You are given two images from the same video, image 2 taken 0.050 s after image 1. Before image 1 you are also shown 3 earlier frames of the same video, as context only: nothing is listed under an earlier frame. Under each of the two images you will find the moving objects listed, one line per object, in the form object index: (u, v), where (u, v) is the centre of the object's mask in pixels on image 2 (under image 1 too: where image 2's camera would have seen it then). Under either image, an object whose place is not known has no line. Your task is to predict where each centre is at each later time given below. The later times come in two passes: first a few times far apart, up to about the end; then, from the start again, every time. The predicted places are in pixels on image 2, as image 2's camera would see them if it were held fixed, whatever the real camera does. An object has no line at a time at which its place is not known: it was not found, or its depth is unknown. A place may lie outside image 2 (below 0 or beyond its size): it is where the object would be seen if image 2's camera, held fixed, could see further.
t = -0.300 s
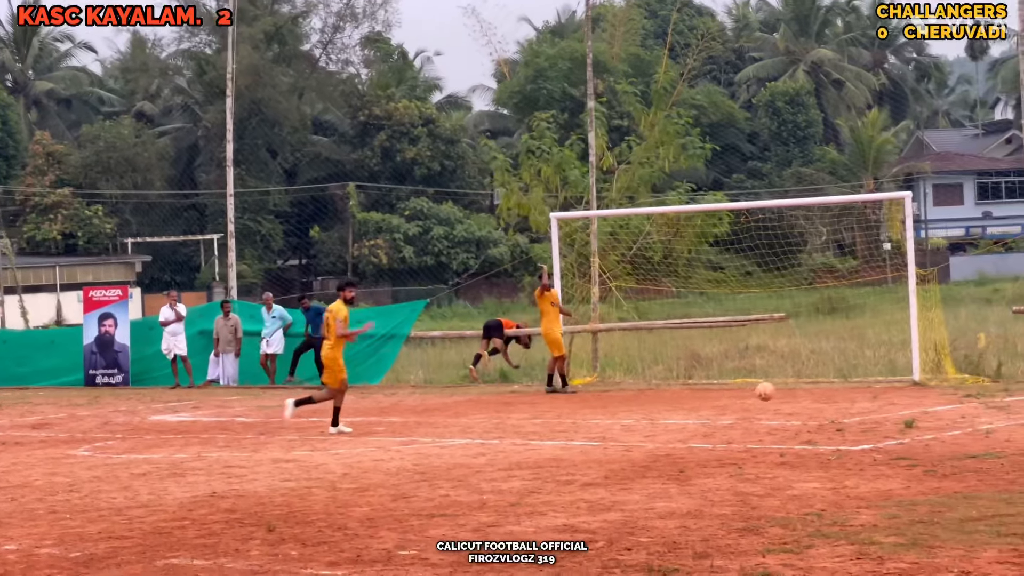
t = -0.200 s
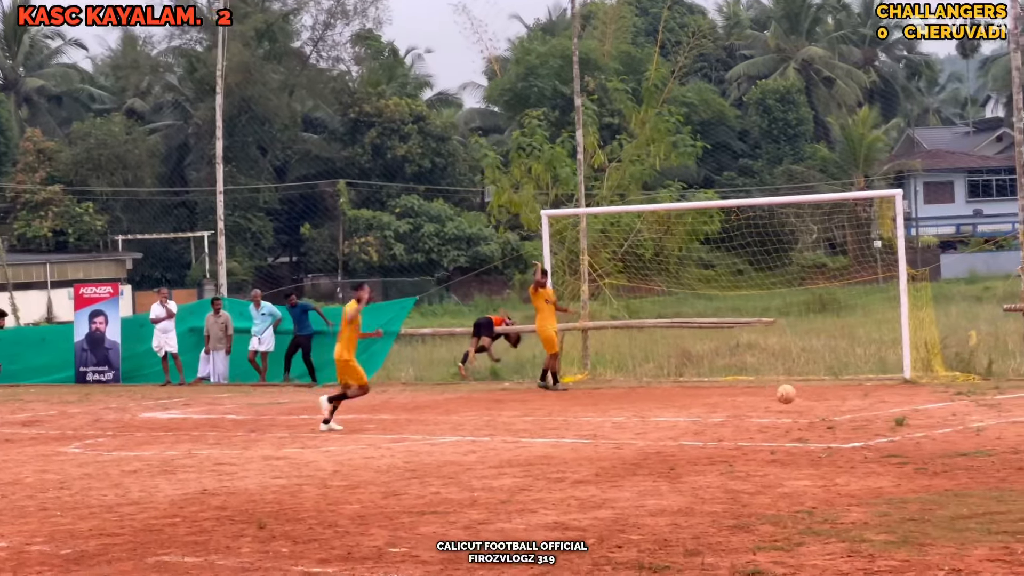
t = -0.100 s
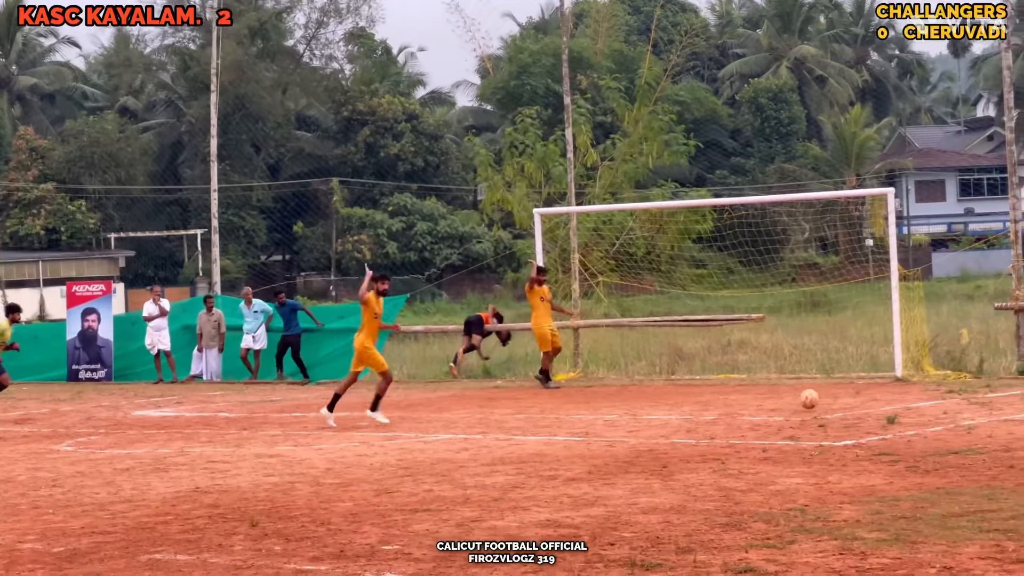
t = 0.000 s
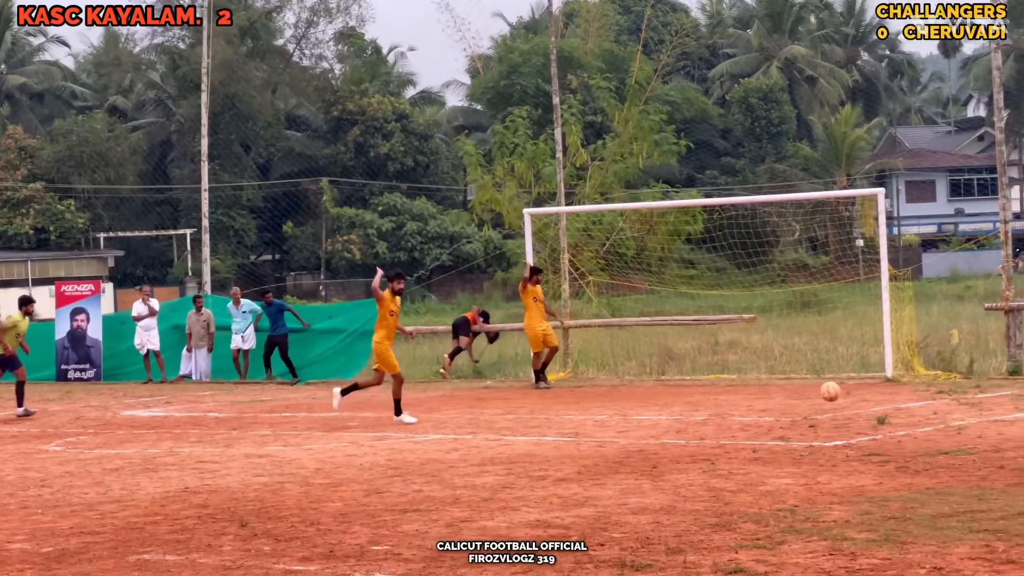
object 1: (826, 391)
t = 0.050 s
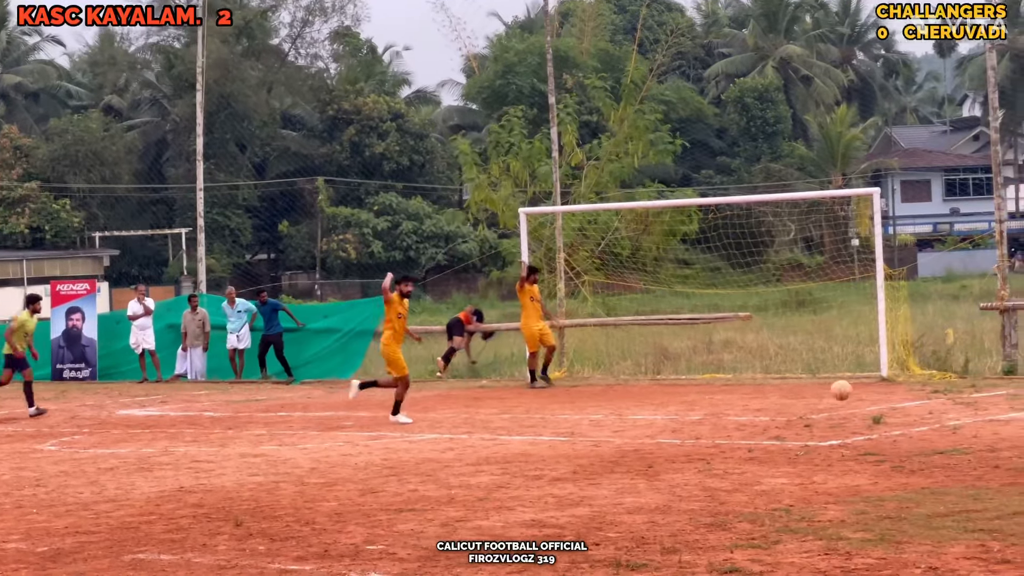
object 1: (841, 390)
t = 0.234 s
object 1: (903, 407)
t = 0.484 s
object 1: (988, 403)
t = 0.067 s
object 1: (847, 390)
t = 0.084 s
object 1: (853, 391)
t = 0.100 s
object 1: (858, 392)
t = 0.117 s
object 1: (864, 394)
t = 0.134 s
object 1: (869, 395)
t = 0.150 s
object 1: (873, 397)
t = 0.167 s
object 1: (879, 398)
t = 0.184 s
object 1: (886, 401)
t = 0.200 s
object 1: (892, 403)
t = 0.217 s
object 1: (897, 407)
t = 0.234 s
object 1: (903, 407)
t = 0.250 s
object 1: (909, 405)
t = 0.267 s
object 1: (913, 402)
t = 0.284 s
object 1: (918, 400)
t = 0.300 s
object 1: (925, 399)
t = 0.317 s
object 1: (930, 398)
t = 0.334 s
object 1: (936, 398)
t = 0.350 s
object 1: (942, 397)
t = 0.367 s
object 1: (947, 397)
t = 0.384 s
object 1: (953, 397)
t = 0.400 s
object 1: (959, 397)
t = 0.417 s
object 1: (966, 397)
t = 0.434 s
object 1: (970, 398)
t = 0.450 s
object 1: (976, 399)
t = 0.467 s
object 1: (983, 401)
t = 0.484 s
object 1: (988, 403)
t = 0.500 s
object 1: (995, 405)
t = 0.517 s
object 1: (998, 406)
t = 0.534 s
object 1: (1008, 409)
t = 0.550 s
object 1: (1014, 413)
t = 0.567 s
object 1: (1020, 414)
